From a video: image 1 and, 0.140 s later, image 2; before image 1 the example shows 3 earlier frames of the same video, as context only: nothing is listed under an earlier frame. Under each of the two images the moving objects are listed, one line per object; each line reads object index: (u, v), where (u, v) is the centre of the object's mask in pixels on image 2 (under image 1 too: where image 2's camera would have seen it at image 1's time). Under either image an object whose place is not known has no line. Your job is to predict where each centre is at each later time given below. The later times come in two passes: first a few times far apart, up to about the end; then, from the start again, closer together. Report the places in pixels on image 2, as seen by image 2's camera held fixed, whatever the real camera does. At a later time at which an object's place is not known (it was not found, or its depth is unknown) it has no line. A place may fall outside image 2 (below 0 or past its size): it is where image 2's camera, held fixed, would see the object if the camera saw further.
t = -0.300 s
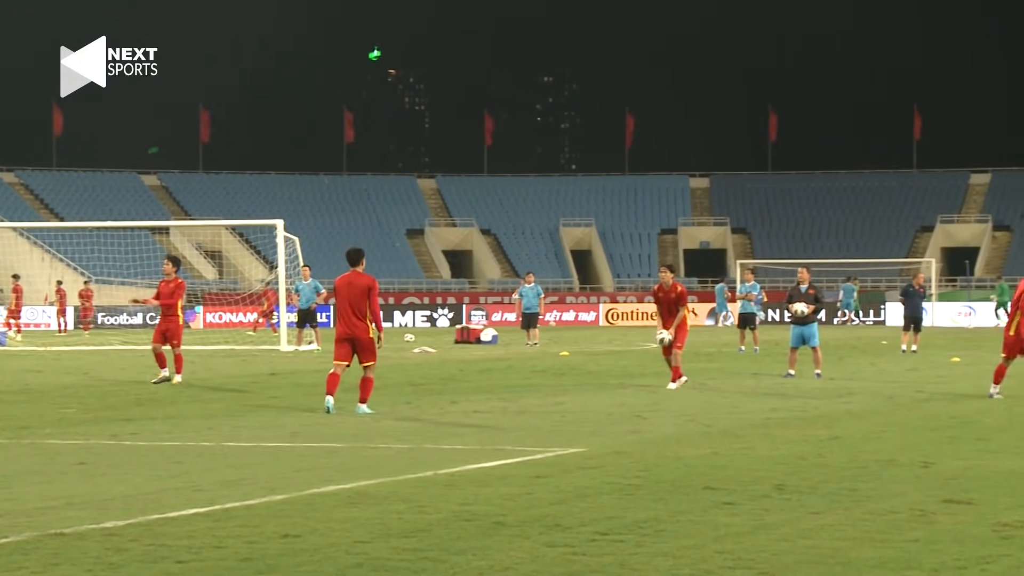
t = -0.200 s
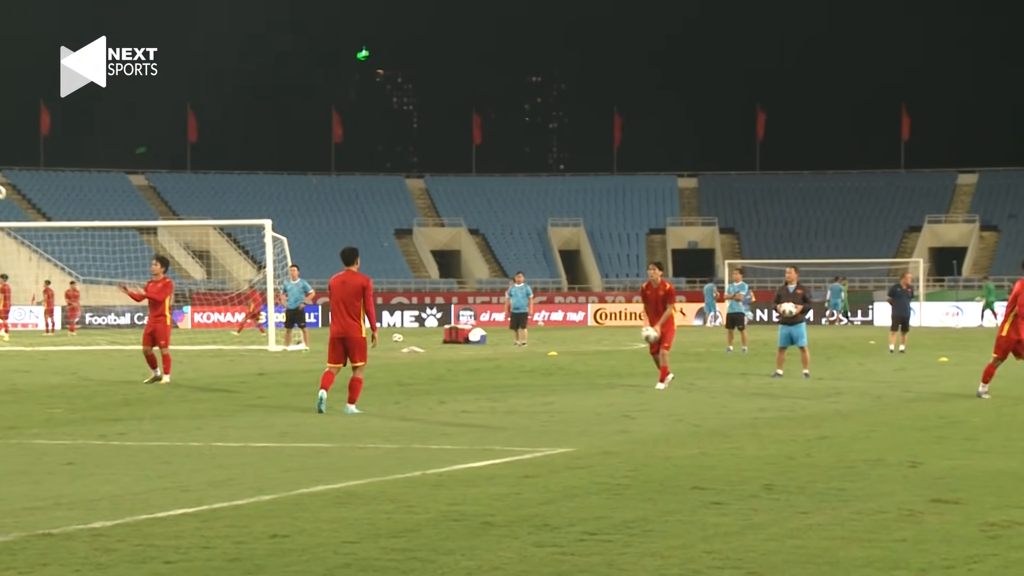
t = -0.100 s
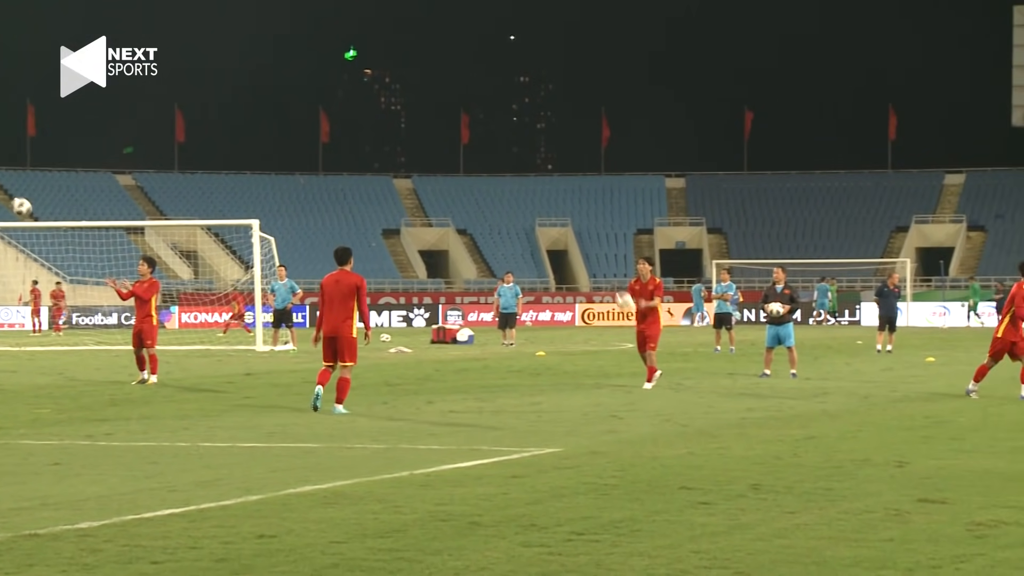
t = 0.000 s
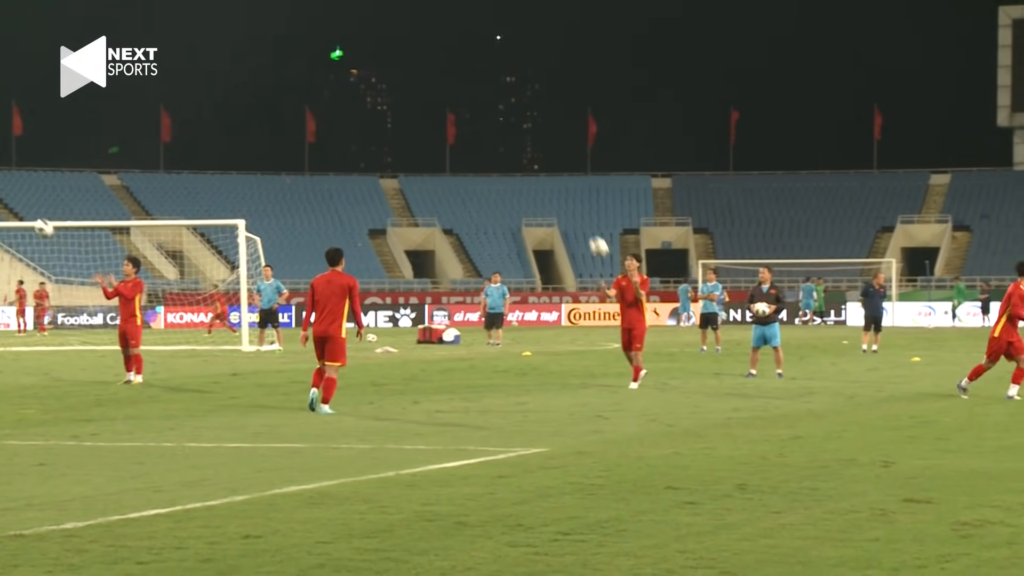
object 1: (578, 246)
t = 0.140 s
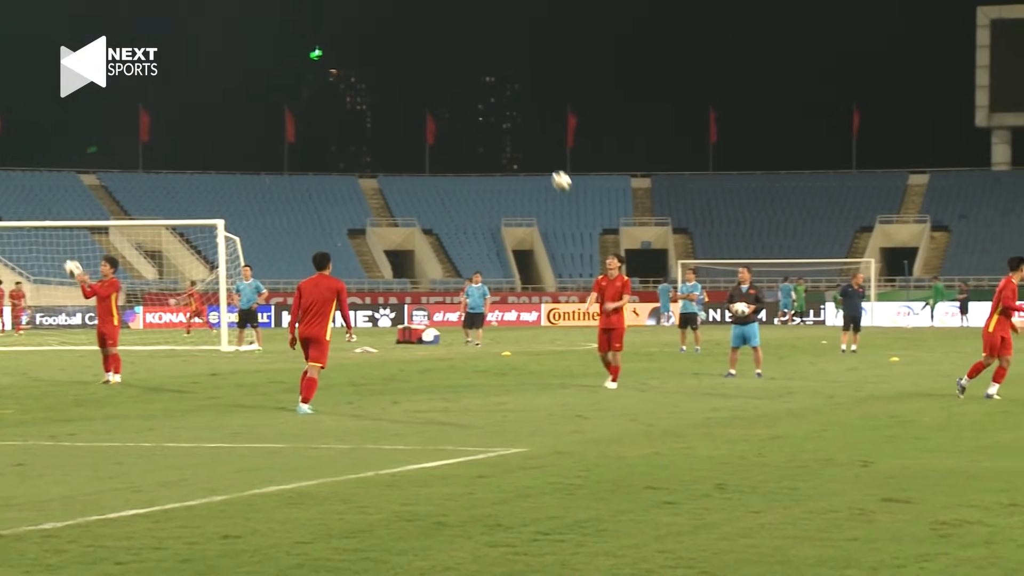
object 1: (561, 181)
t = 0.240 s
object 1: (550, 143)
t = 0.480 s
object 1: (521, 82)
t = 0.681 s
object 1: (494, 68)
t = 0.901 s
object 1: (464, 91)
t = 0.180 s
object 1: (557, 165)
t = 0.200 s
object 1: (554, 158)
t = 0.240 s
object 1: (550, 143)
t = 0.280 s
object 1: (545, 130)
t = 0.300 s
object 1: (542, 123)
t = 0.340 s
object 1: (538, 112)
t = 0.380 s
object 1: (533, 102)
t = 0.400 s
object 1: (530, 97)
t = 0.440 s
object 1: (525, 89)
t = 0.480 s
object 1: (521, 82)
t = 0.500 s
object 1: (518, 79)
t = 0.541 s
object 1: (513, 74)
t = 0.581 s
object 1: (508, 70)
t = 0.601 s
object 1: (505, 69)
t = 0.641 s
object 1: (499, 68)
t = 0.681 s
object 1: (494, 68)
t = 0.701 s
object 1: (491, 69)
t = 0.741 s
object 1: (486, 70)
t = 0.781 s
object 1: (480, 73)
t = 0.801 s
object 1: (478, 75)
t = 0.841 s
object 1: (472, 81)
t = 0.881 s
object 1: (466, 87)
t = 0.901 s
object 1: (464, 91)
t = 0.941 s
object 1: (458, 100)
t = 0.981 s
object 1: (453, 111)
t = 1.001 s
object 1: (450, 117)
